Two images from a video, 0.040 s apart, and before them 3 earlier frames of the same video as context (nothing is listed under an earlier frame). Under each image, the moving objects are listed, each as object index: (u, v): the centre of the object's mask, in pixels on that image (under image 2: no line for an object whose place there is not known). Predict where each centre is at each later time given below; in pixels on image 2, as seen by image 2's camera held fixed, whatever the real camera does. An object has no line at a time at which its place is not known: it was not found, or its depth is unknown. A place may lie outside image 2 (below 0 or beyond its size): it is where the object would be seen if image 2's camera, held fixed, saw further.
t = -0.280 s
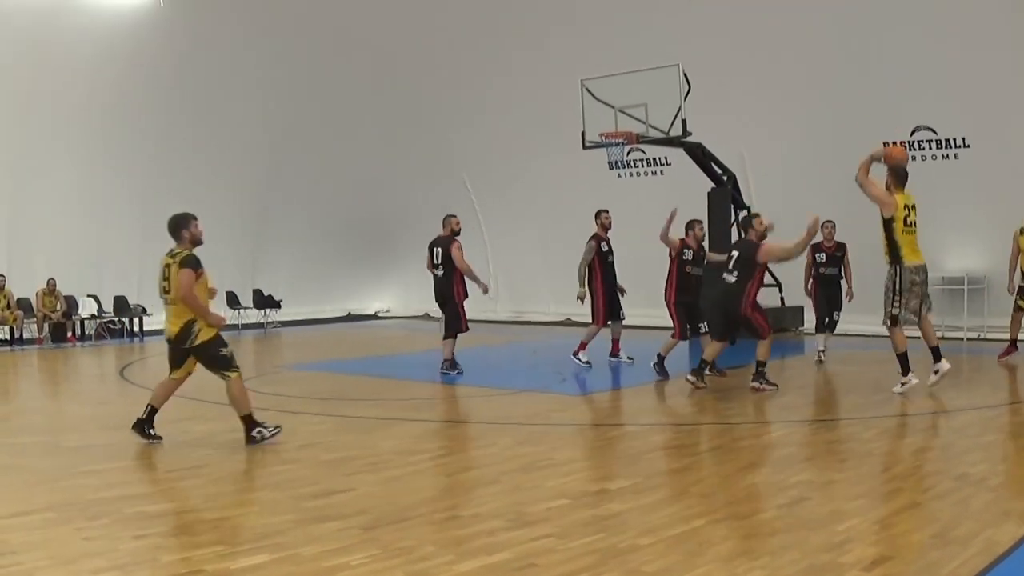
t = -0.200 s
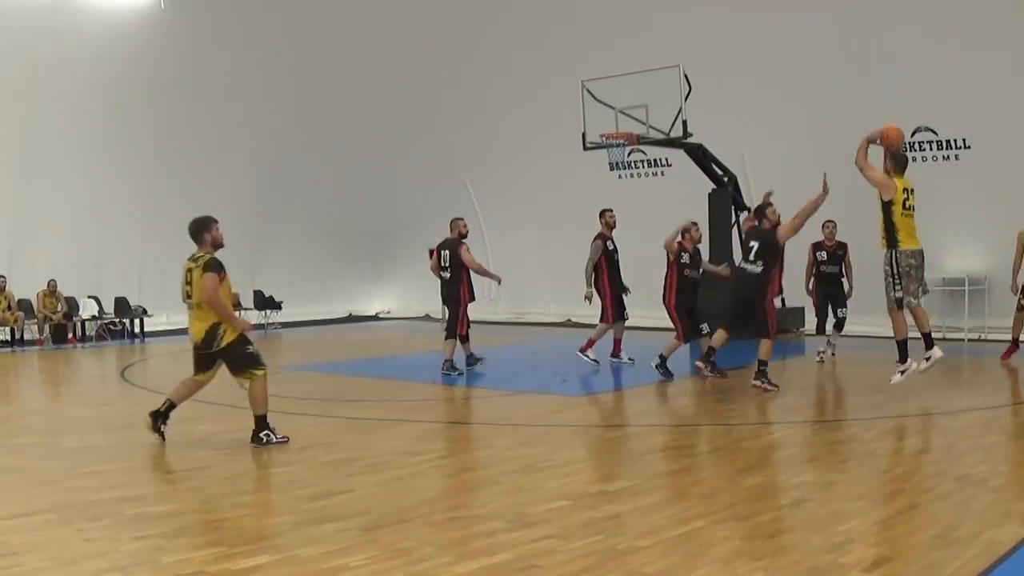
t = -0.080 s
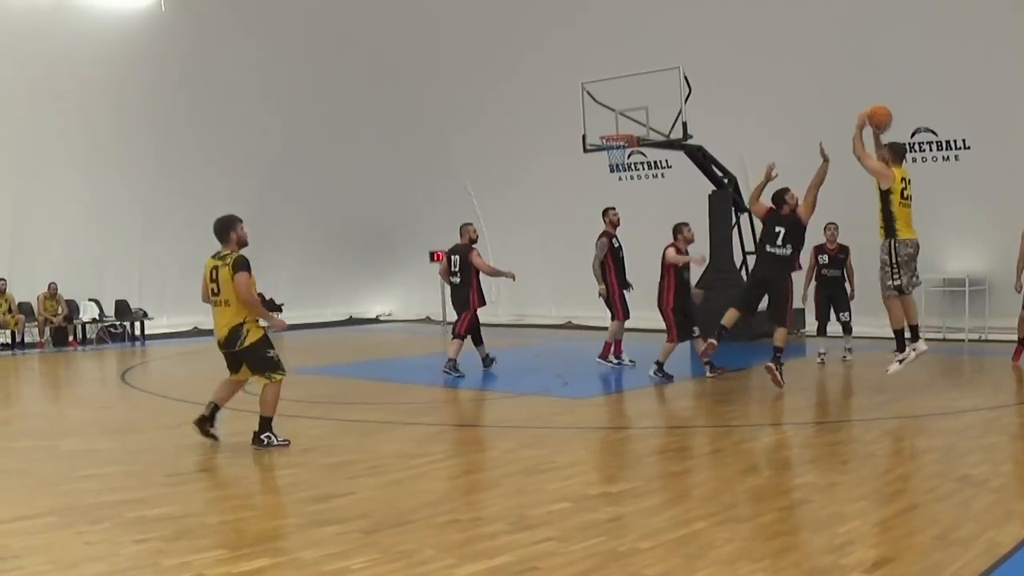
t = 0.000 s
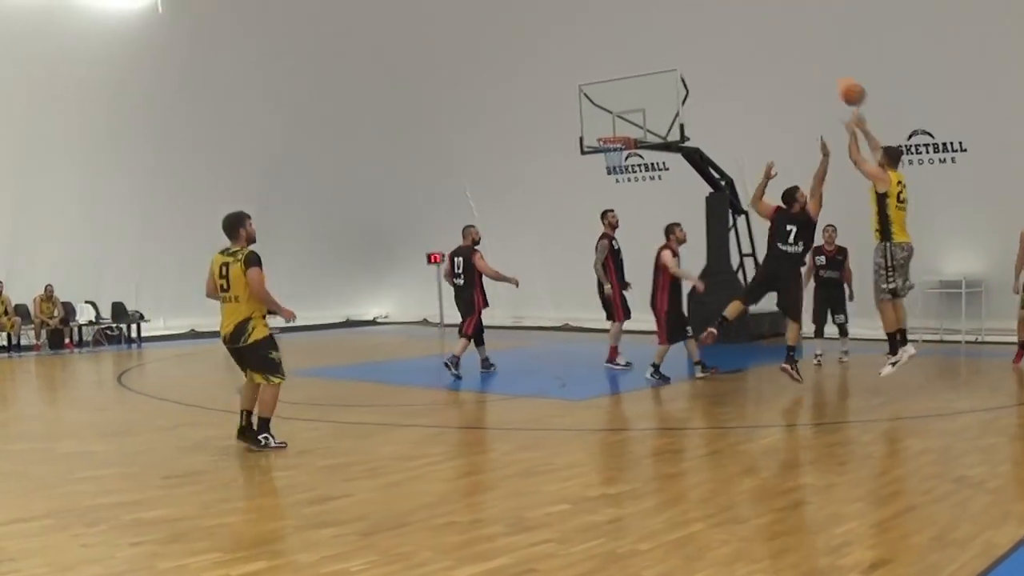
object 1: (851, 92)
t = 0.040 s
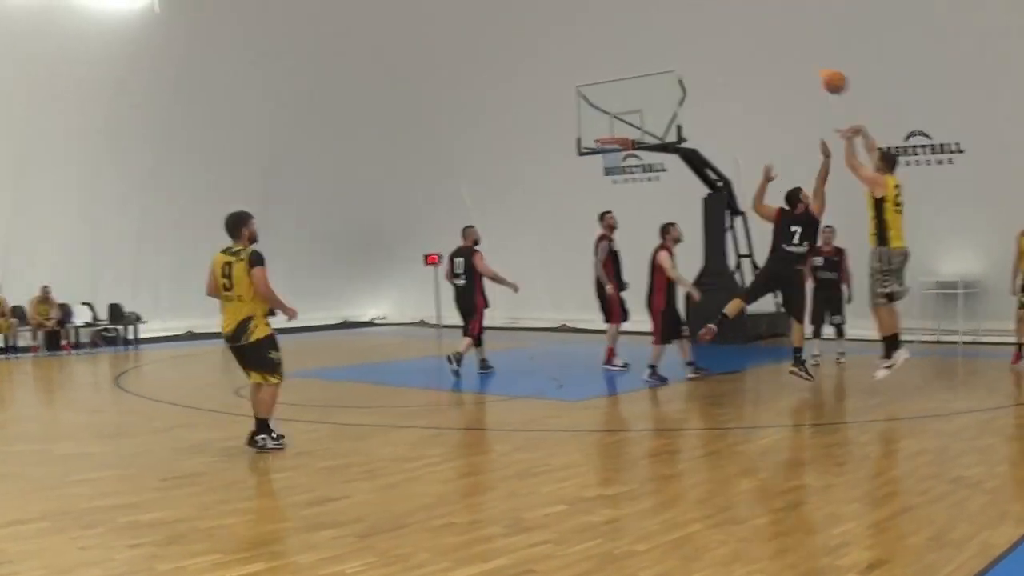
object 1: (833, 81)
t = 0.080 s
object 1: (820, 71)
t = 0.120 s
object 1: (806, 62)
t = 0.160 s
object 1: (792, 55)
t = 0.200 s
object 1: (777, 49)
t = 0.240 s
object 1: (760, 44)
